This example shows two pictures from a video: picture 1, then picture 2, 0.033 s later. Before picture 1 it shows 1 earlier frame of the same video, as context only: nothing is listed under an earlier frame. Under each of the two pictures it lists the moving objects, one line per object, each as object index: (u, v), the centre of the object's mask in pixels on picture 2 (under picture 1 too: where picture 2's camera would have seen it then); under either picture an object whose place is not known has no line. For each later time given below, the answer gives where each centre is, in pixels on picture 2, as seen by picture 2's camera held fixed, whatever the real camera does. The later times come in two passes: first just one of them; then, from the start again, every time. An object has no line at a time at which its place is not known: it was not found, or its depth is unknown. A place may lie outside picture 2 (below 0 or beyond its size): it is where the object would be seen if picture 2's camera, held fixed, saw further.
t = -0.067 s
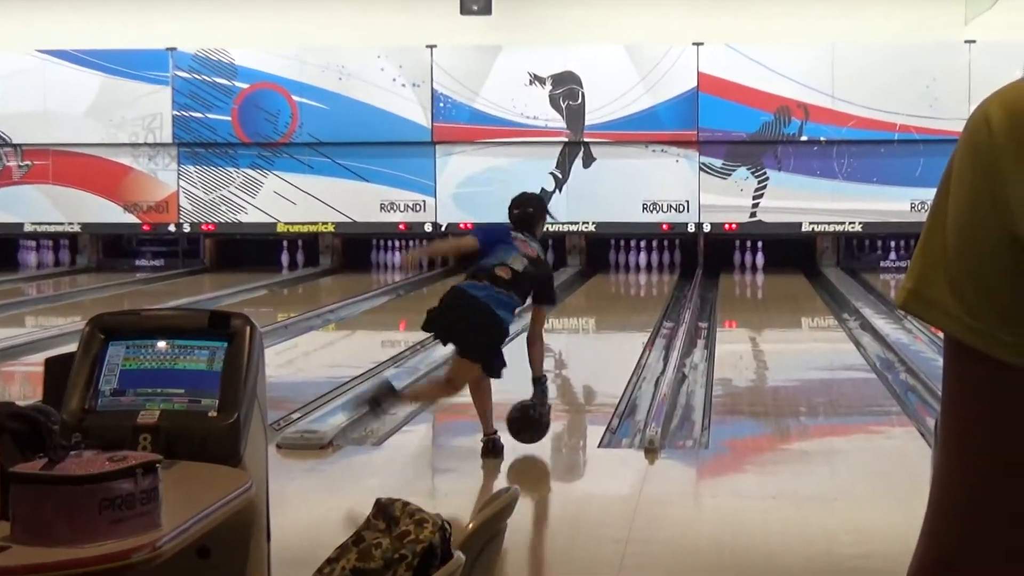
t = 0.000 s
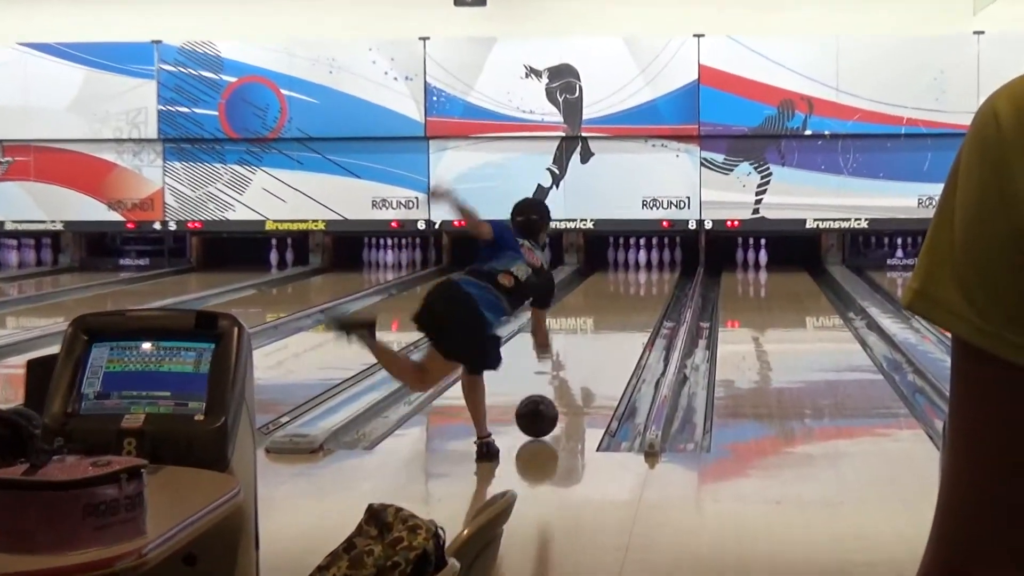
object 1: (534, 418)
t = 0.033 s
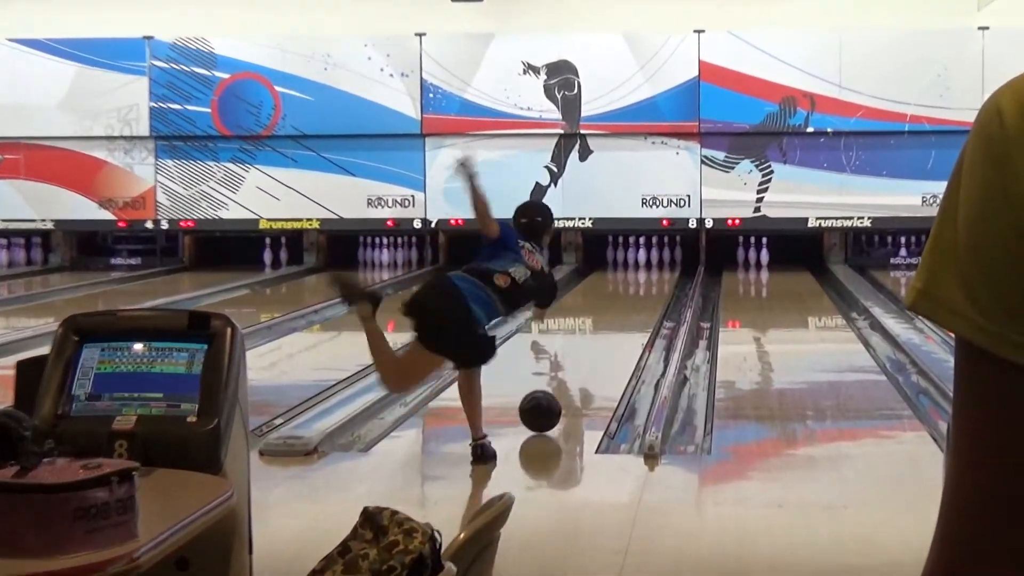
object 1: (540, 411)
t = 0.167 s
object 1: (559, 389)
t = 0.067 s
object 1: (545, 406)
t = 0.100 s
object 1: (550, 400)
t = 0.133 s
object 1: (555, 394)
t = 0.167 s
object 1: (559, 389)
